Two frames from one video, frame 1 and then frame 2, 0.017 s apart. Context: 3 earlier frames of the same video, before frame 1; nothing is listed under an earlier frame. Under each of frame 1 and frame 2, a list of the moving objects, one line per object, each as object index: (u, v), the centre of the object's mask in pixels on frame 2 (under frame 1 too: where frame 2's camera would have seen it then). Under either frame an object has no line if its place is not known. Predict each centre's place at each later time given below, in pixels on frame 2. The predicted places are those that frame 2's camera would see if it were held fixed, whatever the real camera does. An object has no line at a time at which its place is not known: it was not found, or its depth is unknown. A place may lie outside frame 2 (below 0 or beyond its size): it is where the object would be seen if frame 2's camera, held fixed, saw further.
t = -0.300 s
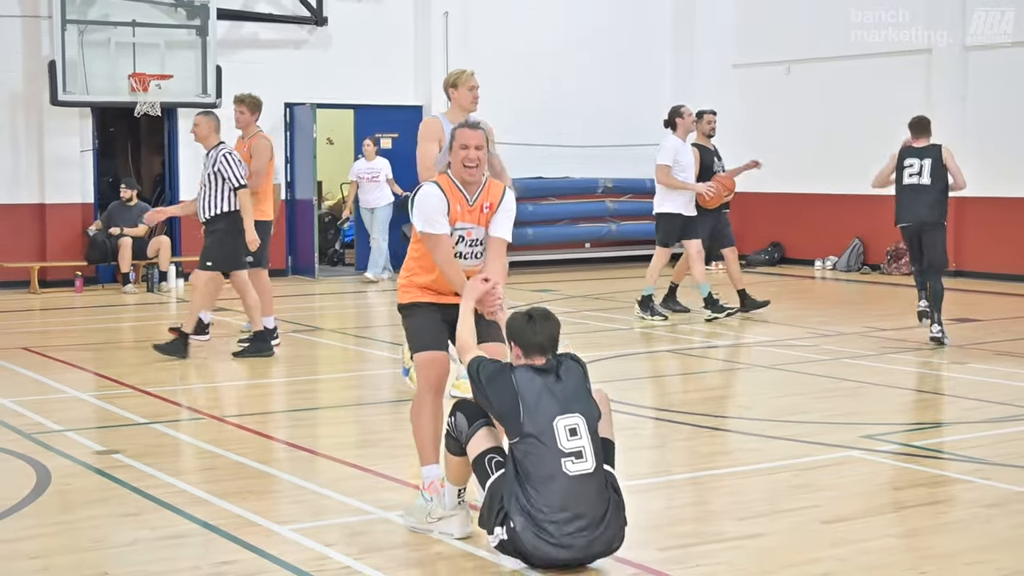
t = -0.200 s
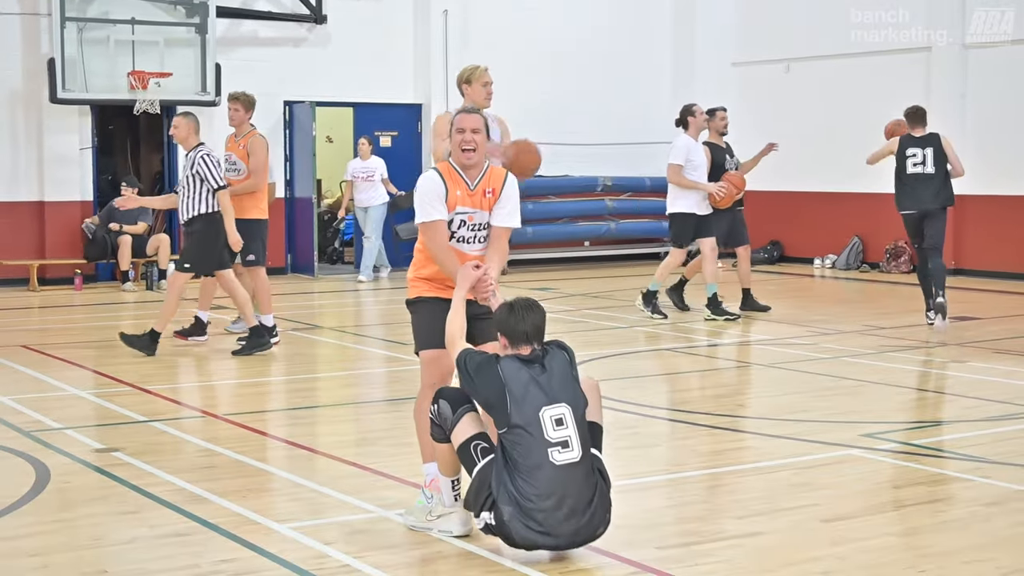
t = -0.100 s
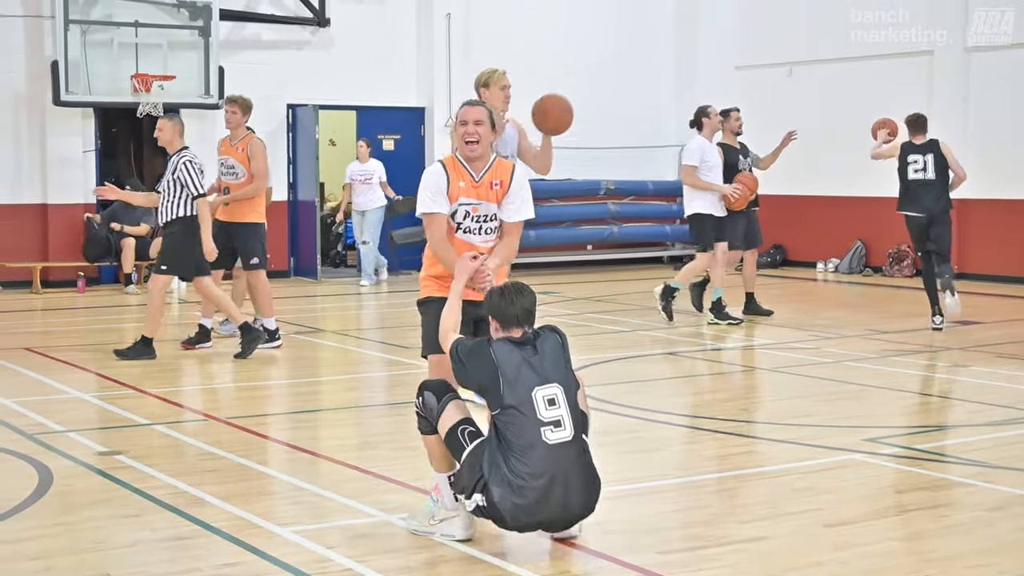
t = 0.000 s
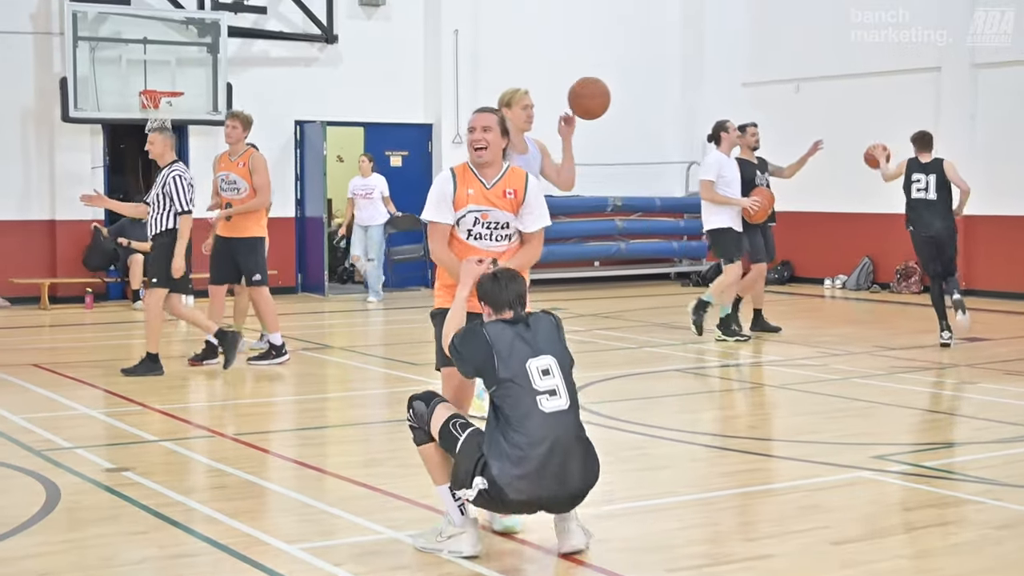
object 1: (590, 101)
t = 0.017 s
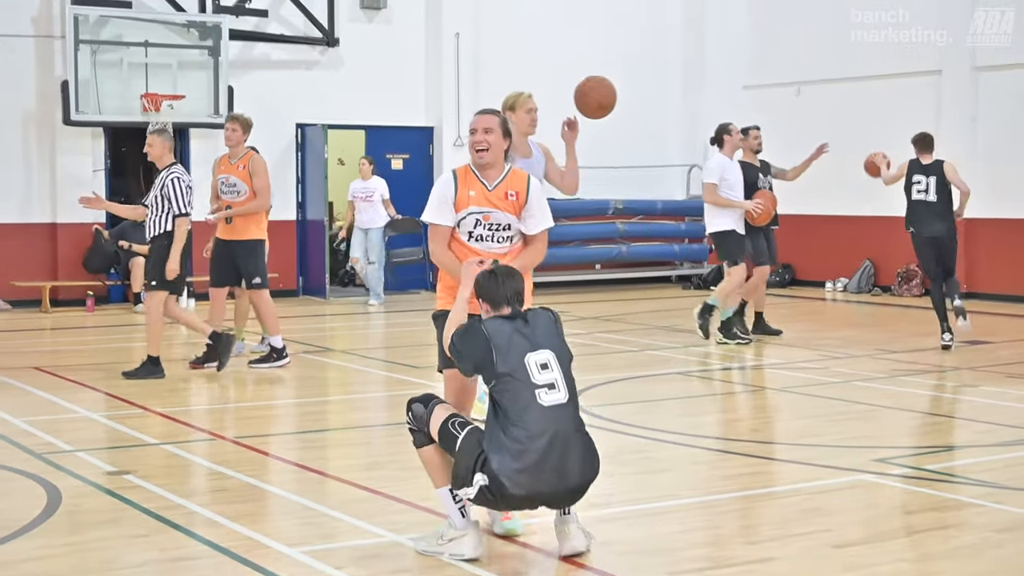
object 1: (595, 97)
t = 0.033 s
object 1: (600, 93)
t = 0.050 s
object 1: (605, 90)
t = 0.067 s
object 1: (610, 88)
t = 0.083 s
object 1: (615, 86)
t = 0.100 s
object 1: (621, 84)
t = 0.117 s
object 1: (626, 83)
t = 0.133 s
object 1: (631, 82)
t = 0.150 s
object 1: (636, 82)
